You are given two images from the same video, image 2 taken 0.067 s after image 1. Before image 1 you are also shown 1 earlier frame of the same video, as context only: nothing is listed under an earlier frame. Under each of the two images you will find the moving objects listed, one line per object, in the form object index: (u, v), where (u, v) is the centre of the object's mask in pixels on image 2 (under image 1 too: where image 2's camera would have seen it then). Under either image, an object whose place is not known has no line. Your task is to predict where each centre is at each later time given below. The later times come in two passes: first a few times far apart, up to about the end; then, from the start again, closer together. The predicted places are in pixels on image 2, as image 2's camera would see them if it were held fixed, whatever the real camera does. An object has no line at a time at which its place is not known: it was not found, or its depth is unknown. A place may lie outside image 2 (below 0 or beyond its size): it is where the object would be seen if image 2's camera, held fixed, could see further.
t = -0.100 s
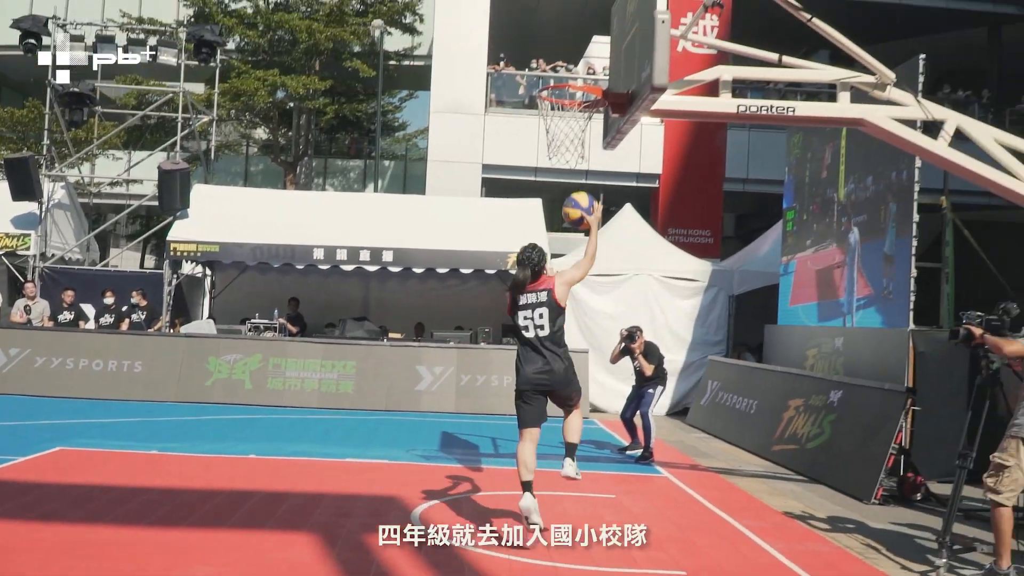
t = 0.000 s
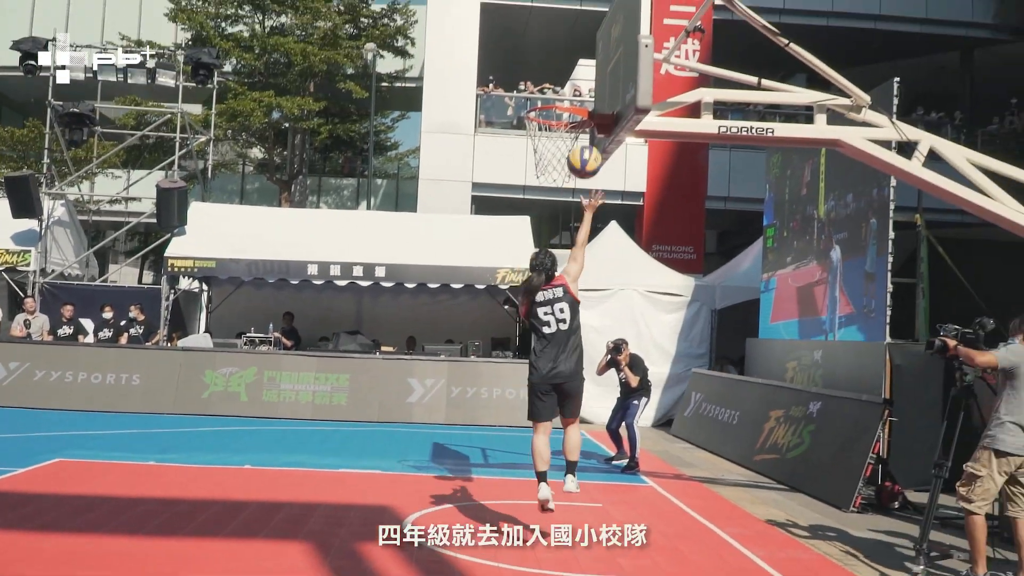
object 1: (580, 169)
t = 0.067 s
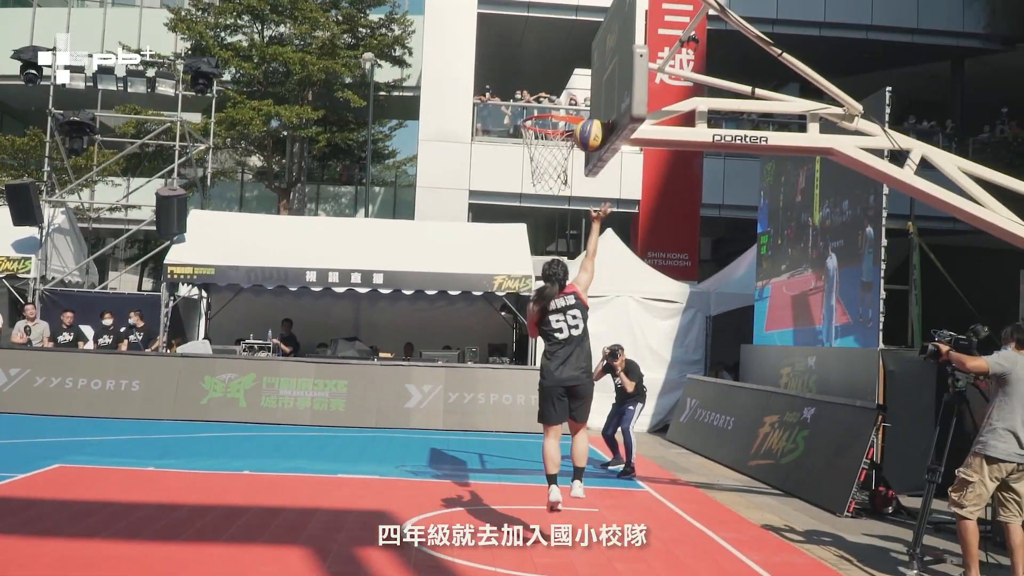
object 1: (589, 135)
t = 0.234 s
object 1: (589, 93)
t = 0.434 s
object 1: (556, 107)
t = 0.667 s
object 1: (529, 174)
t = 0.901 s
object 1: (520, 278)
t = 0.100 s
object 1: (596, 123)
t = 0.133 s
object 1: (600, 109)
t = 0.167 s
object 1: (600, 101)
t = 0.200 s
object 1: (595, 96)
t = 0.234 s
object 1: (589, 93)
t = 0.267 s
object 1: (584, 92)
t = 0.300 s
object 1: (578, 92)
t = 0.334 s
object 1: (573, 94)
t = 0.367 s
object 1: (567, 97)
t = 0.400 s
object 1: (562, 101)
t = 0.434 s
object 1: (556, 107)
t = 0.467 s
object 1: (551, 116)
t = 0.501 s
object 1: (545, 126)
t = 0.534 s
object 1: (539, 134)
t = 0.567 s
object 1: (534, 146)
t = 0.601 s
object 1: (531, 158)
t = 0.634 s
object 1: (530, 166)
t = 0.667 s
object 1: (529, 174)
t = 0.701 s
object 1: (528, 185)
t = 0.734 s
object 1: (527, 197)
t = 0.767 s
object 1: (526, 210)
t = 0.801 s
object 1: (522, 224)
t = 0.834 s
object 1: (523, 241)
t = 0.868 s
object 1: (521, 258)
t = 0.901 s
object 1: (520, 278)
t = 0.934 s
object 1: (517, 298)
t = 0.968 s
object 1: (517, 320)
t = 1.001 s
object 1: (514, 344)
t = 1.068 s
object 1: (509, 396)
